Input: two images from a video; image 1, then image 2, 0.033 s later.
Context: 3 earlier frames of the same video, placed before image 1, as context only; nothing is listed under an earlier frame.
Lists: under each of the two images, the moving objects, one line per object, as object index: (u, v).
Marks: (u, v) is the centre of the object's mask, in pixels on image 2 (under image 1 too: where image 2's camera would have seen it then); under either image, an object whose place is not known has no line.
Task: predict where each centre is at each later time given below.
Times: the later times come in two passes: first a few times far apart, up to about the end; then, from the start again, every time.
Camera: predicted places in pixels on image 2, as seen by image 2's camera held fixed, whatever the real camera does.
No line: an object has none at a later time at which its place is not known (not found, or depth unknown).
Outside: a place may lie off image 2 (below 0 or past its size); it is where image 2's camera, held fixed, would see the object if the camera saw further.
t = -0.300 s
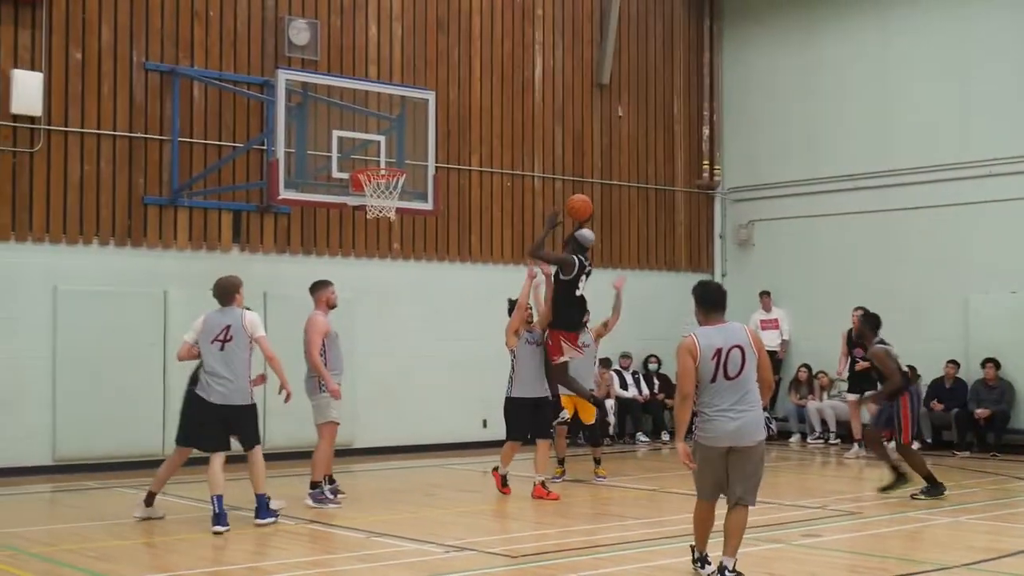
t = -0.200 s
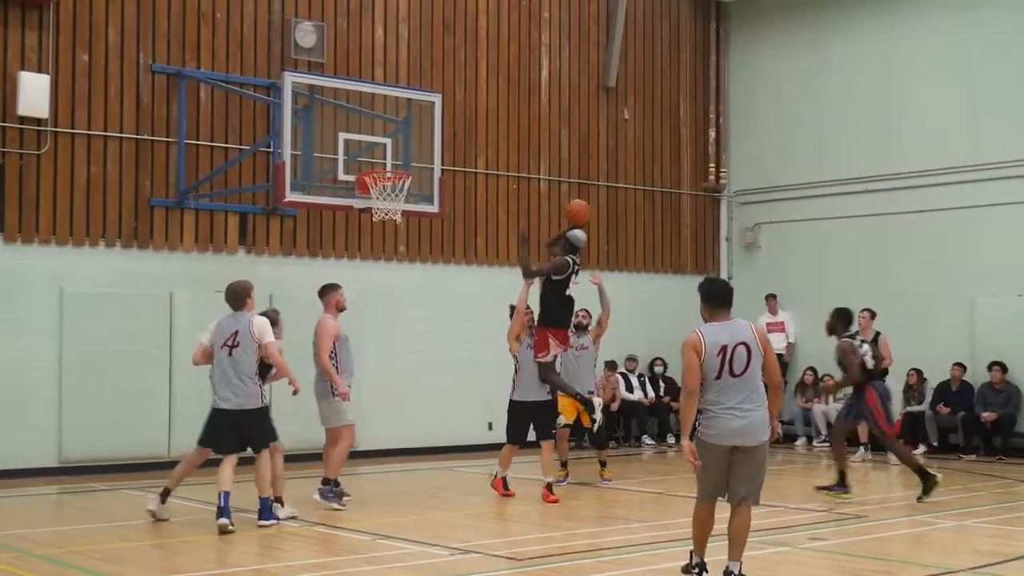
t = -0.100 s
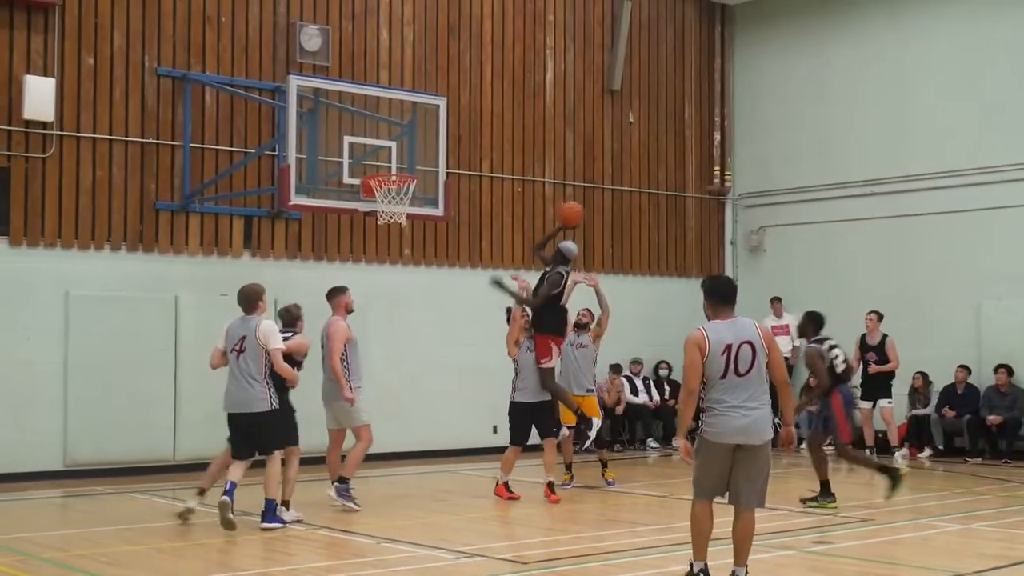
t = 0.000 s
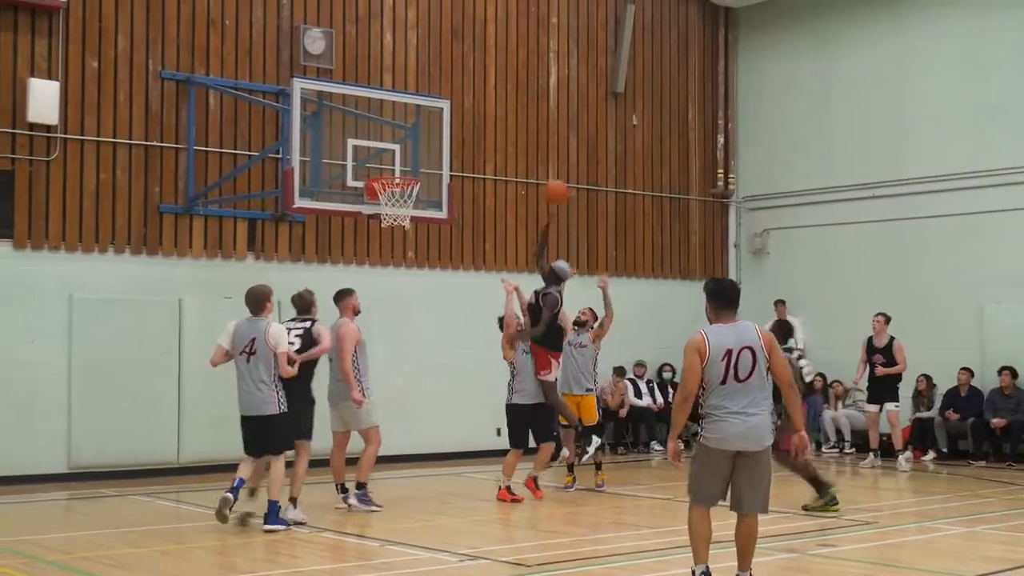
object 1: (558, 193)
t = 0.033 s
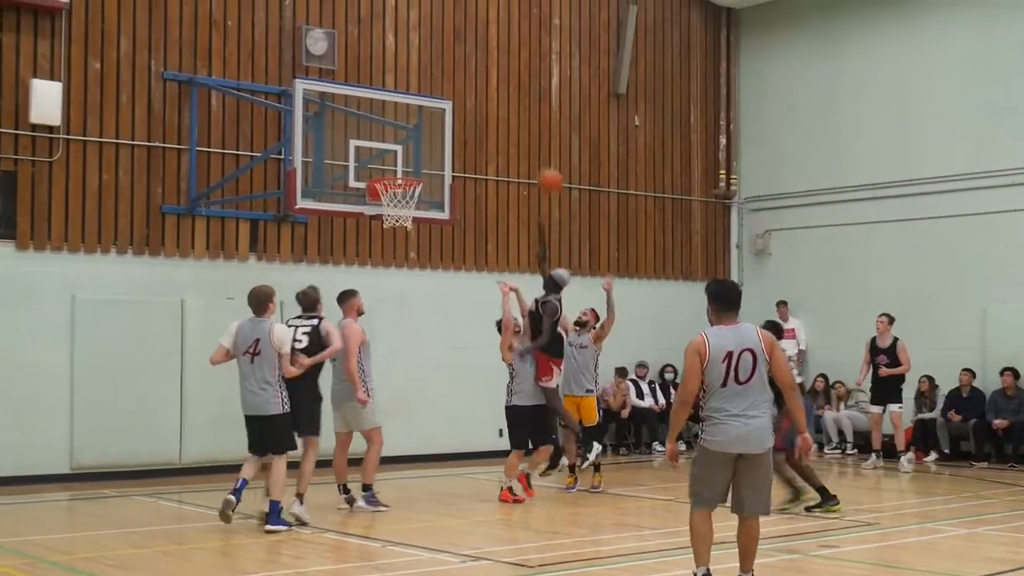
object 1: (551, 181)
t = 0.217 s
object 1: (503, 139)
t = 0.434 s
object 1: (448, 135)
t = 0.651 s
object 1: (399, 164)
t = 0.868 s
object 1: (379, 164)
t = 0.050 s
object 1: (546, 175)
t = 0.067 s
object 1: (541, 171)
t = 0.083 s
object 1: (537, 166)
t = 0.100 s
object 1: (533, 161)
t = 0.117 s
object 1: (529, 157)
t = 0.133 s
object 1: (526, 154)
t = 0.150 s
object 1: (519, 150)
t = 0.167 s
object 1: (515, 147)
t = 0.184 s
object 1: (512, 145)
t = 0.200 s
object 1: (507, 142)
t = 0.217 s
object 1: (503, 139)
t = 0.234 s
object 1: (499, 138)
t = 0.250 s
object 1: (496, 135)
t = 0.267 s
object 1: (492, 134)
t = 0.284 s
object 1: (485, 130)
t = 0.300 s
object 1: (480, 131)
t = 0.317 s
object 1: (477, 130)
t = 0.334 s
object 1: (473, 131)
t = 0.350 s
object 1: (469, 131)
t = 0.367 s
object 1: (465, 131)
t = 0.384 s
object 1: (461, 131)
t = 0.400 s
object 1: (456, 132)
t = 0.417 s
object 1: (453, 134)
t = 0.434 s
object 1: (448, 135)
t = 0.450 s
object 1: (445, 137)
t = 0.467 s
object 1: (440, 138)
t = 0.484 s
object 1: (435, 140)
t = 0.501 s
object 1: (431, 143)
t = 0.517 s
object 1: (426, 146)
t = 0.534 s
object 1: (422, 148)
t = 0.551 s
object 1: (419, 151)
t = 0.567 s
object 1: (414, 155)
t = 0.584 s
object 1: (411, 160)
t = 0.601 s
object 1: (405, 163)
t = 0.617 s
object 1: (403, 166)
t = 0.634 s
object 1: (401, 165)
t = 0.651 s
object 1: (399, 164)
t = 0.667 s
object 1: (398, 163)
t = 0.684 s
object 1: (395, 163)
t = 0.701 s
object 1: (394, 163)
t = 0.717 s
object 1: (391, 163)
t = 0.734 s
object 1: (389, 164)
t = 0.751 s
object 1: (387, 165)
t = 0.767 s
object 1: (385, 165)
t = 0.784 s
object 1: (381, 166)
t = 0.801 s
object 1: (381, 167)
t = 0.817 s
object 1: (381, 166)
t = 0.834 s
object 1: (381, 166)
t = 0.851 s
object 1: (380, 164)
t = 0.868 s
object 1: (379, 164)
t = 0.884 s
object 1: (379, 163)
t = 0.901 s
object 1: (379, 163)
